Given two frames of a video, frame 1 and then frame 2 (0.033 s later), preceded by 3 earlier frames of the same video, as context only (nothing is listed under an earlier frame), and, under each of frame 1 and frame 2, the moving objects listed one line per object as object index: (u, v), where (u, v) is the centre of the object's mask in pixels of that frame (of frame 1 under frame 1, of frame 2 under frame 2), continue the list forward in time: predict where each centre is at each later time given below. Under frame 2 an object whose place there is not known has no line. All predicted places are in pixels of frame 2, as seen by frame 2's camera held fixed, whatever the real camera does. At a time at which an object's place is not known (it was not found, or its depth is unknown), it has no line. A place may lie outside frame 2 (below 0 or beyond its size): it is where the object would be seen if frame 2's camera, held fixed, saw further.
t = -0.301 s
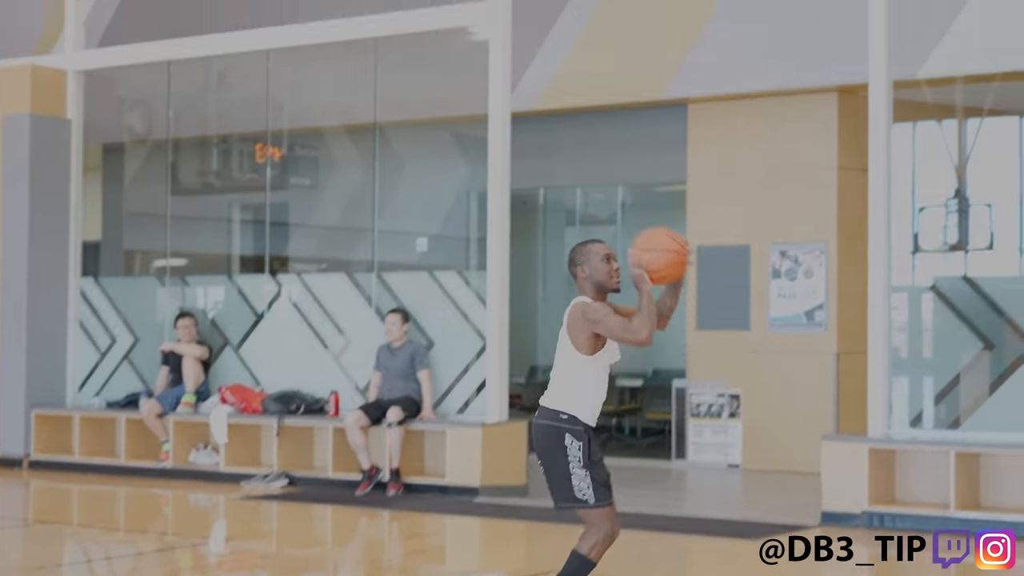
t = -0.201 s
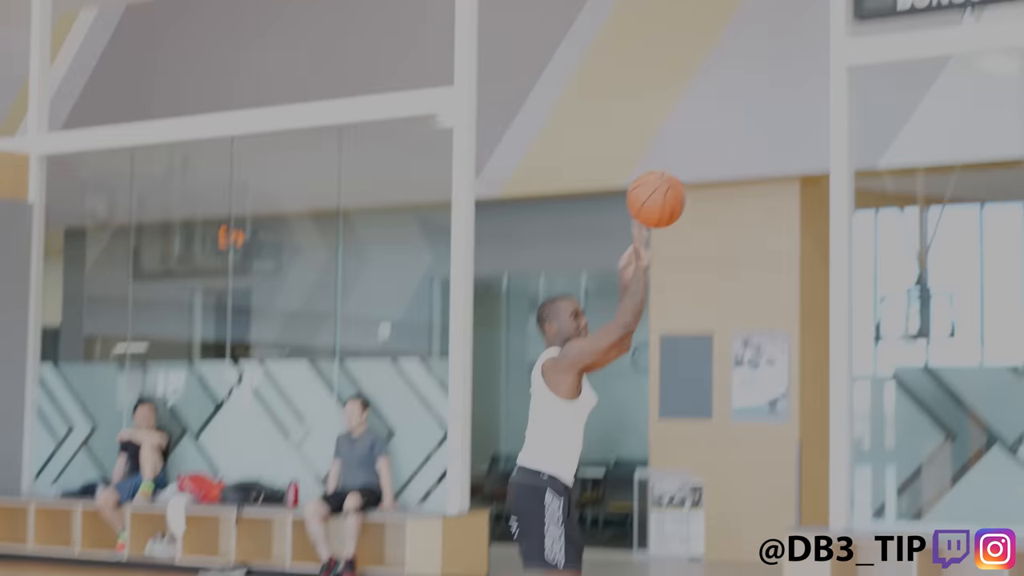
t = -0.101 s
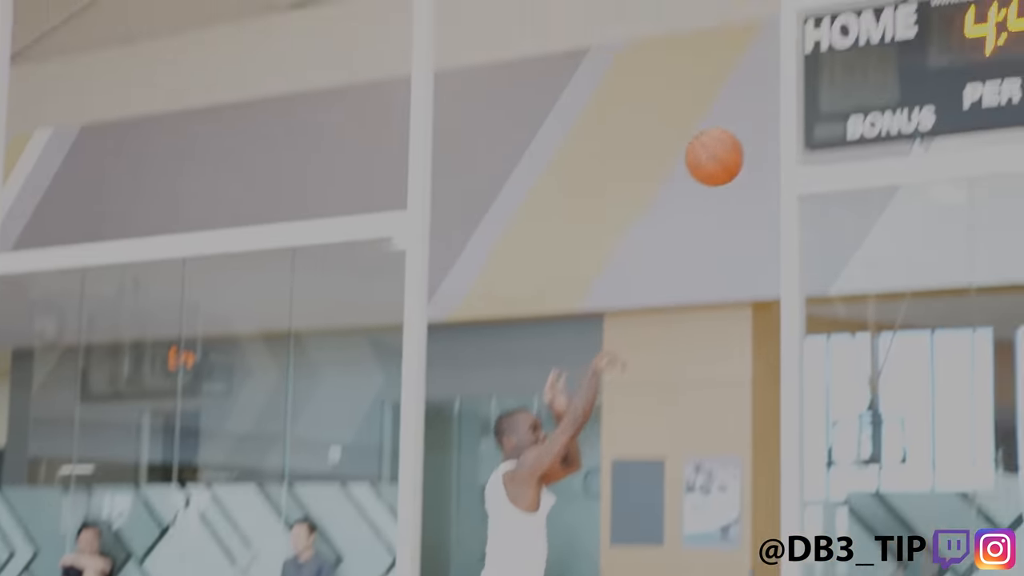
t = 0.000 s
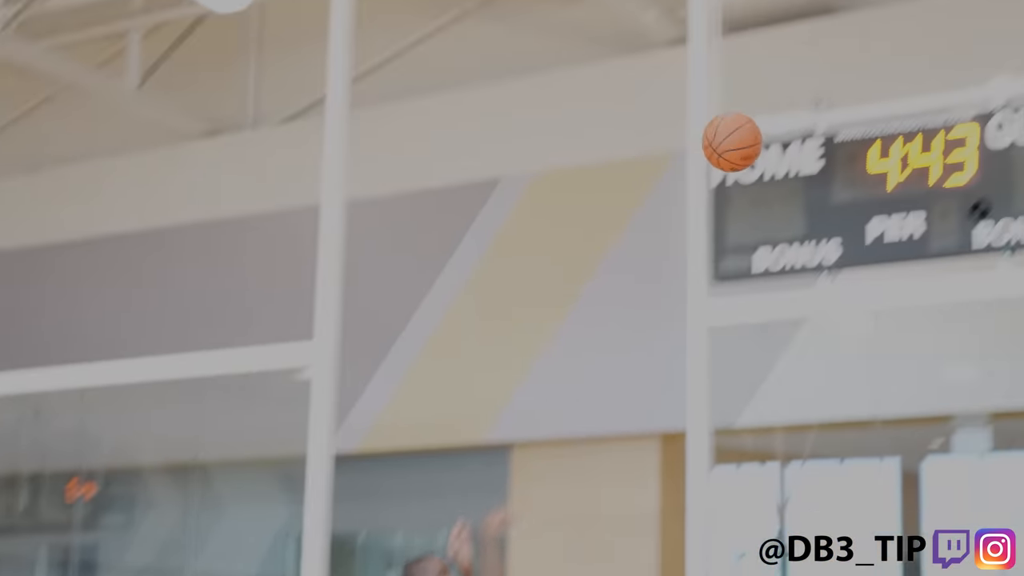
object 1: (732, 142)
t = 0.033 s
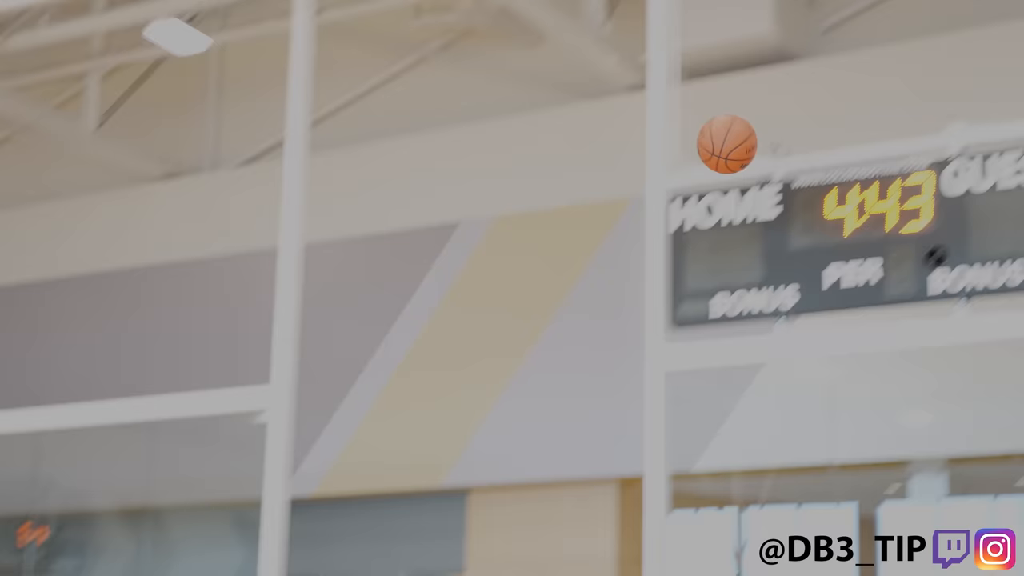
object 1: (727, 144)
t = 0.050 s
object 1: (745, 123)
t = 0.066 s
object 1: (764, 103)
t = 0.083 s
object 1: (782, 82)
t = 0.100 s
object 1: (801, 63)
